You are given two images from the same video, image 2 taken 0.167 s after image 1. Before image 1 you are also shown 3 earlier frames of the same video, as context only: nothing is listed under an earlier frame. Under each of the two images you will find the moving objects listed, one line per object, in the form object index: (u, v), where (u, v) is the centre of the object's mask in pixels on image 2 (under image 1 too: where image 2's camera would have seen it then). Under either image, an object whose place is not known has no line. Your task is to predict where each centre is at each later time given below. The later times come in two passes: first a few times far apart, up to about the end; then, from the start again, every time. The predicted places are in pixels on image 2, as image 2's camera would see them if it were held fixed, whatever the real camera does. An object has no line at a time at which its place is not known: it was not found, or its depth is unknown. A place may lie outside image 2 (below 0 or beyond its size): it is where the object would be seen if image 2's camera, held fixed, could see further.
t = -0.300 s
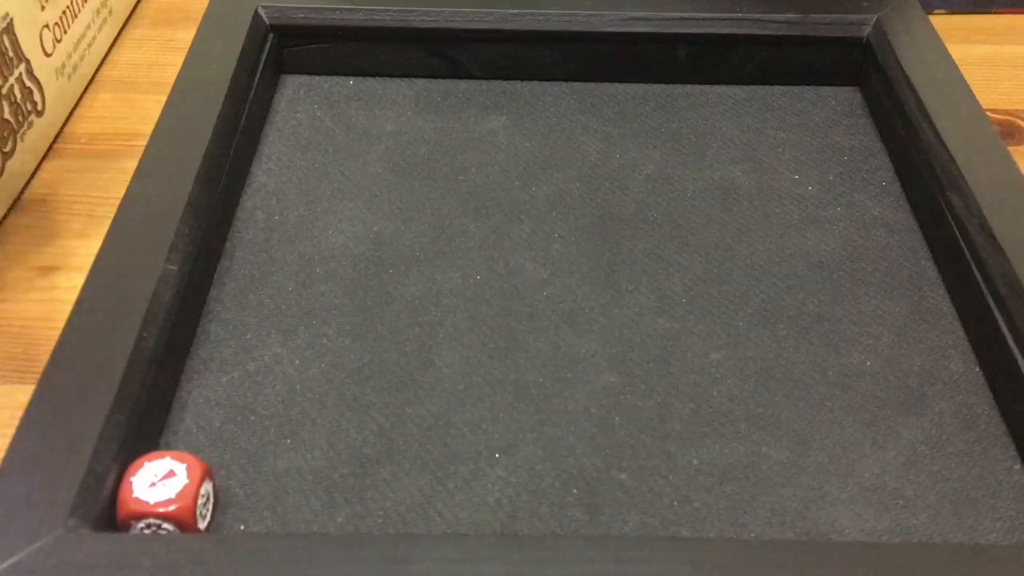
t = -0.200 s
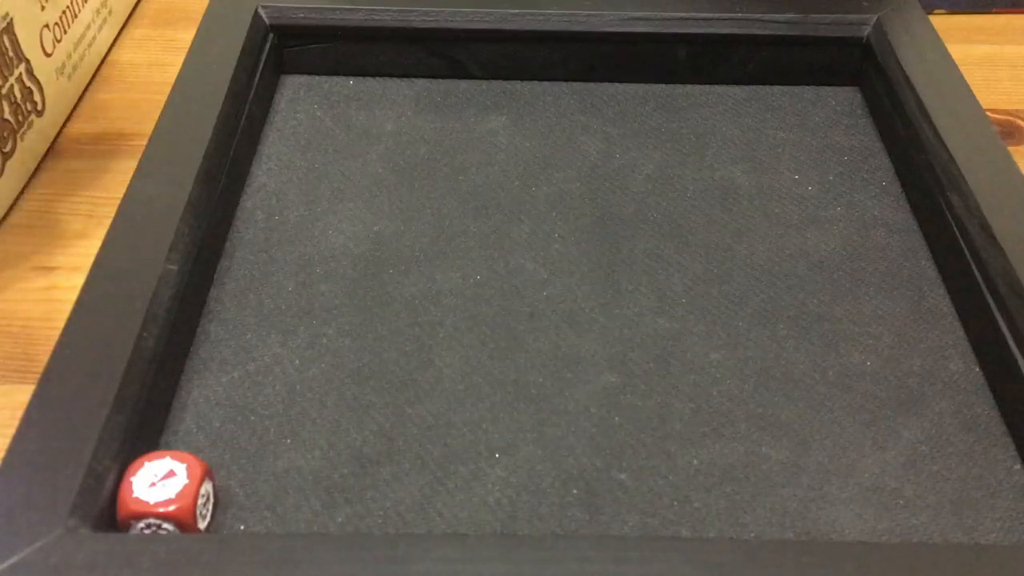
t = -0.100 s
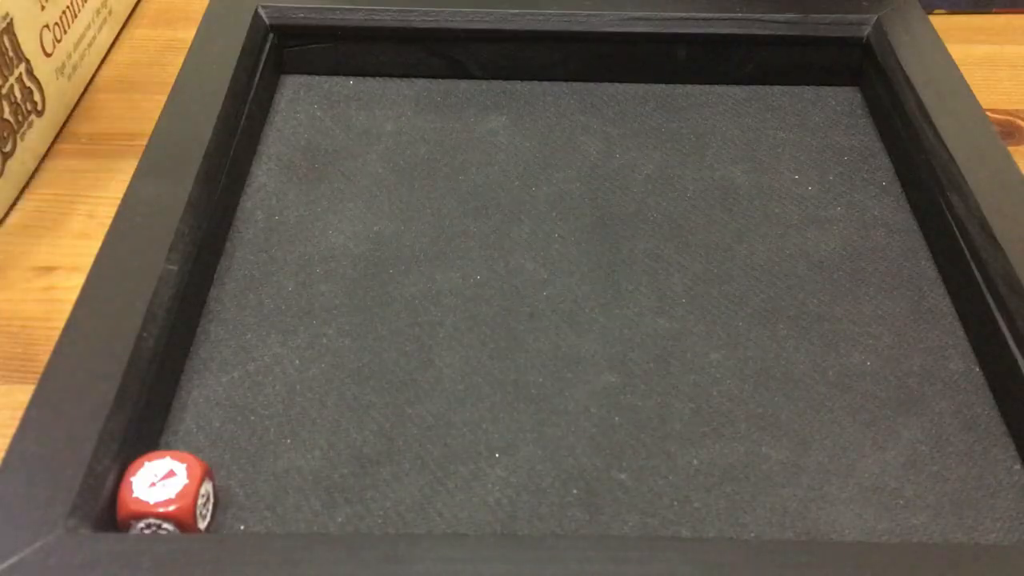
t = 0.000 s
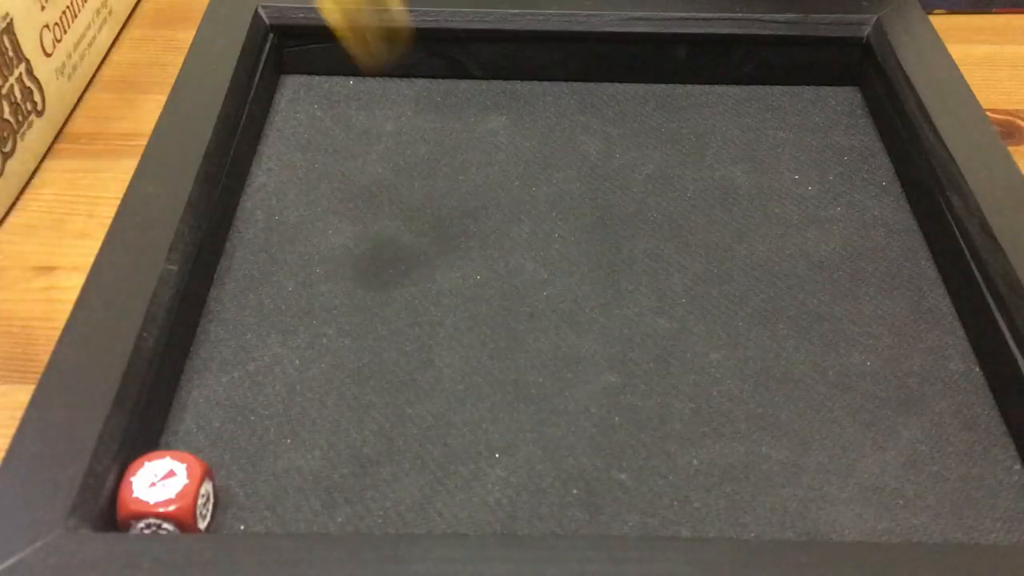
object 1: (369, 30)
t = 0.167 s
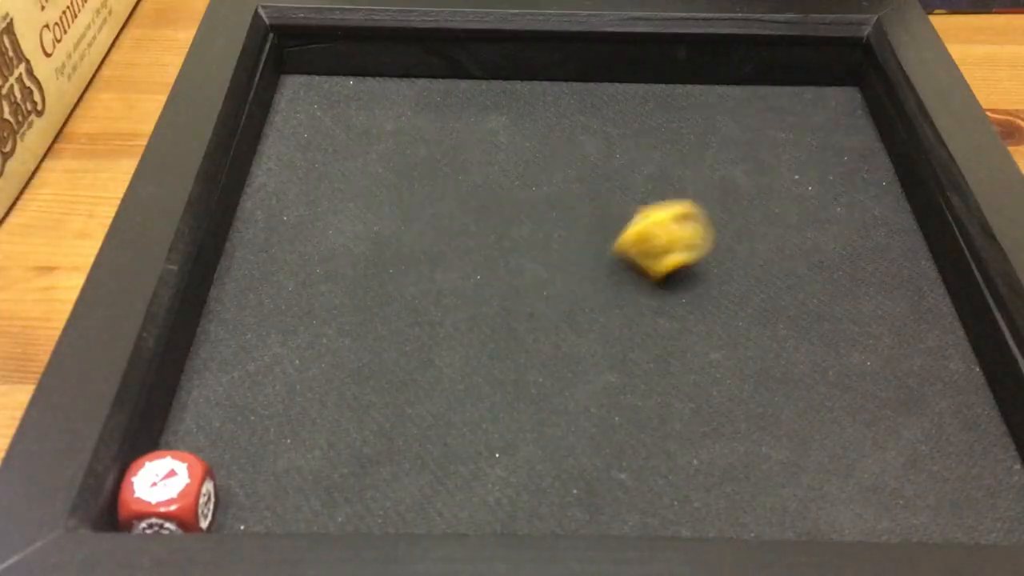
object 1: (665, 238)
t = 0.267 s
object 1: (797, 209)
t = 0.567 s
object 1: (811, 111)
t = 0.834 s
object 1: (811, 111)
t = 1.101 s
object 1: (811, 111)
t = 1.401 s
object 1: (811, 111)
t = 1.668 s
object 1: (811, 111)
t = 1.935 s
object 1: (811, 111)
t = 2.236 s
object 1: (811, 111)
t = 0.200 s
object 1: (707, 230)
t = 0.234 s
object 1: (751, 223)
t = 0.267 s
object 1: (797, 209)
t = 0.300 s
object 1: (826, 189)
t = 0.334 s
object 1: (846, 174)
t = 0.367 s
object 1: (872, 156)
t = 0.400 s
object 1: (860, 144)
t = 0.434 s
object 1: (849, 133)
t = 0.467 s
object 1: (840, 122)
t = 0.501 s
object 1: (824, 115)
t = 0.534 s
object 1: (812, 111)
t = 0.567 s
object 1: (811, 111)
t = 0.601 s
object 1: (811, 111)
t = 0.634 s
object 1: (811, 111)
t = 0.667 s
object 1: (811, 111)
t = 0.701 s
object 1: (811, 111)
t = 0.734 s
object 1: (811, 111)
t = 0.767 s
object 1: (811, 111)
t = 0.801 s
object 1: (811, 111)
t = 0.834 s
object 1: (811, 111)
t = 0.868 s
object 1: (811, 111)
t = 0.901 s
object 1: (811, 111)
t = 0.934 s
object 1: (811, 111)
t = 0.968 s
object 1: (811, 111)
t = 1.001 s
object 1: (811, 111)
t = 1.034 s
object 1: (811, 111)
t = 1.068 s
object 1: (811, 111)
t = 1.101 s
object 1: (811, 111)
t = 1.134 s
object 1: (811, 111)
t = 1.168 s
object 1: (811, 111)
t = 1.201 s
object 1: (811, 111)
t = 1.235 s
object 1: (811, 111)
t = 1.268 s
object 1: (811, 111)
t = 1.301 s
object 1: (811, 111)
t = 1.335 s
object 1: (811, 111)
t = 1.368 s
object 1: (811, 111)
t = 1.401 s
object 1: (811, 111)
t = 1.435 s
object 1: (811, 111)
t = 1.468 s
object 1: (811, 111)
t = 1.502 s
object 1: (811, 111)
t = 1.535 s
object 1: (811, 111)
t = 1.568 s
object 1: (811, 111)
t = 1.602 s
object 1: (811, 111)
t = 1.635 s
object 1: (811, 111)
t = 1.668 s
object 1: (811, 111)
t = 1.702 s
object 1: (811, 111)
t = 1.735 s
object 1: (811, 111)
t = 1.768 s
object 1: (811, 111)
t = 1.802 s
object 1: (811, 111)
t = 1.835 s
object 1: (811, 111)
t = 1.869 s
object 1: (811, 111)
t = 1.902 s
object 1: (811, 111)
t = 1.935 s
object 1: (811, 111)
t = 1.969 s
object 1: (811, 111)
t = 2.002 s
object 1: (811, 111)
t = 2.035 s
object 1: (811, 111)
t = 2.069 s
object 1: (811, 111)
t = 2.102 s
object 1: (811, 111)
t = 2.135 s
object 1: (811, 111)
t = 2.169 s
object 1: (811, 111)
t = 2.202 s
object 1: (811, 111)
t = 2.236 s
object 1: (811, 111)
